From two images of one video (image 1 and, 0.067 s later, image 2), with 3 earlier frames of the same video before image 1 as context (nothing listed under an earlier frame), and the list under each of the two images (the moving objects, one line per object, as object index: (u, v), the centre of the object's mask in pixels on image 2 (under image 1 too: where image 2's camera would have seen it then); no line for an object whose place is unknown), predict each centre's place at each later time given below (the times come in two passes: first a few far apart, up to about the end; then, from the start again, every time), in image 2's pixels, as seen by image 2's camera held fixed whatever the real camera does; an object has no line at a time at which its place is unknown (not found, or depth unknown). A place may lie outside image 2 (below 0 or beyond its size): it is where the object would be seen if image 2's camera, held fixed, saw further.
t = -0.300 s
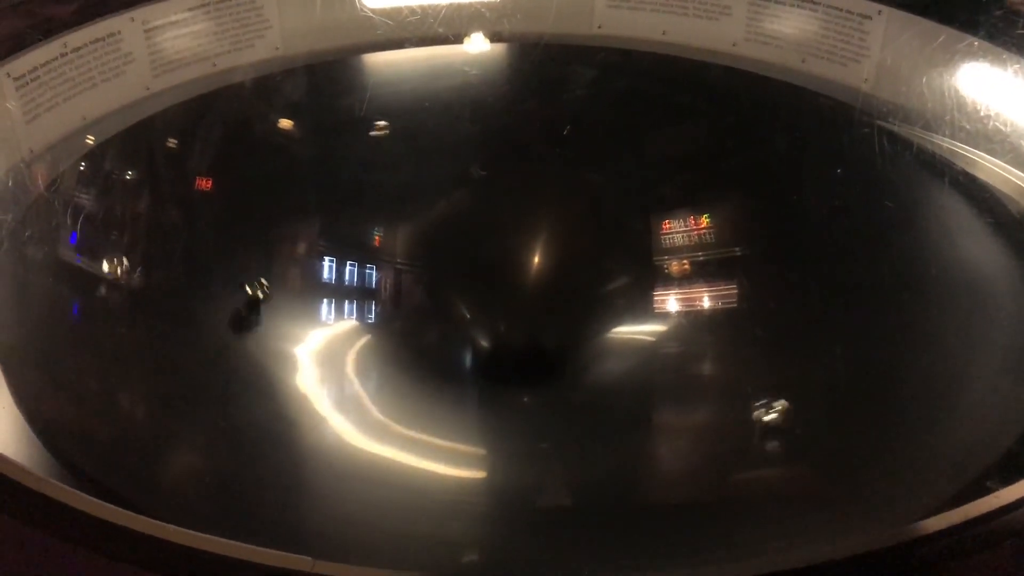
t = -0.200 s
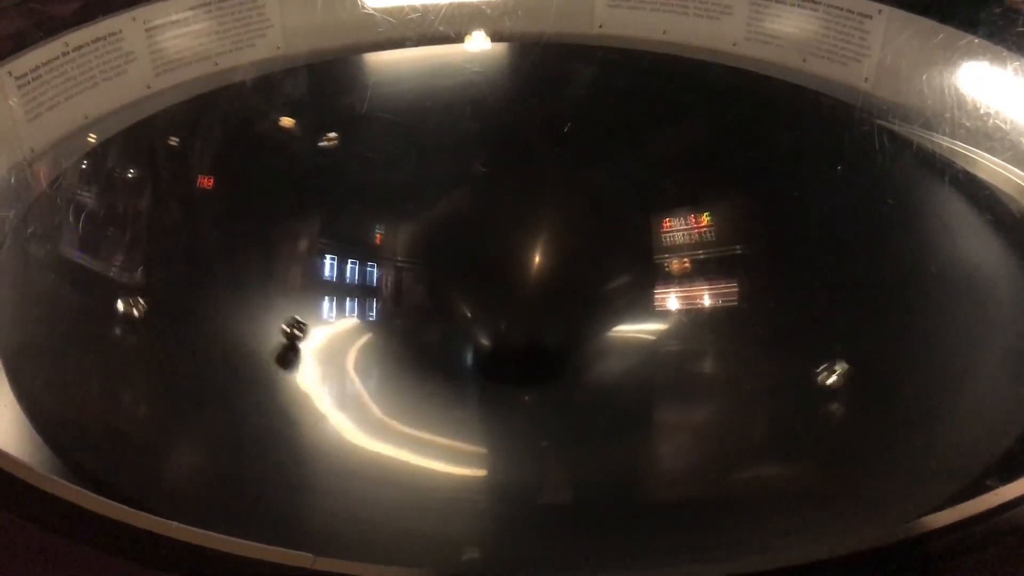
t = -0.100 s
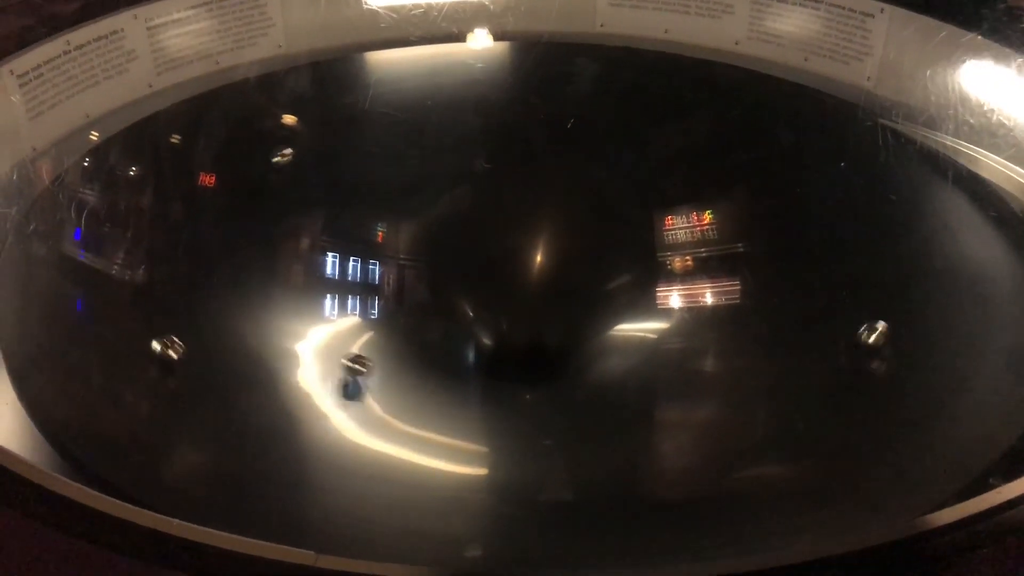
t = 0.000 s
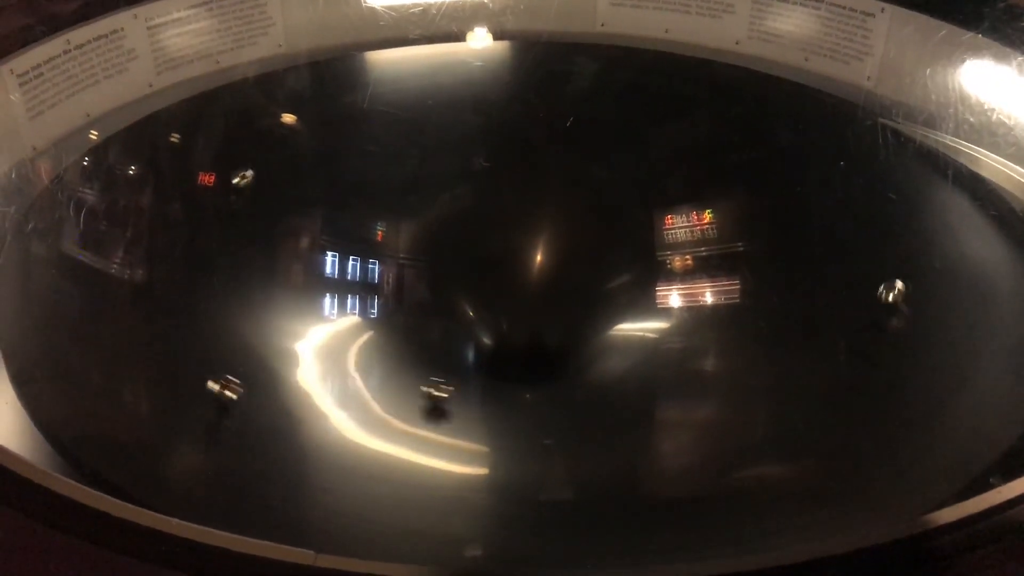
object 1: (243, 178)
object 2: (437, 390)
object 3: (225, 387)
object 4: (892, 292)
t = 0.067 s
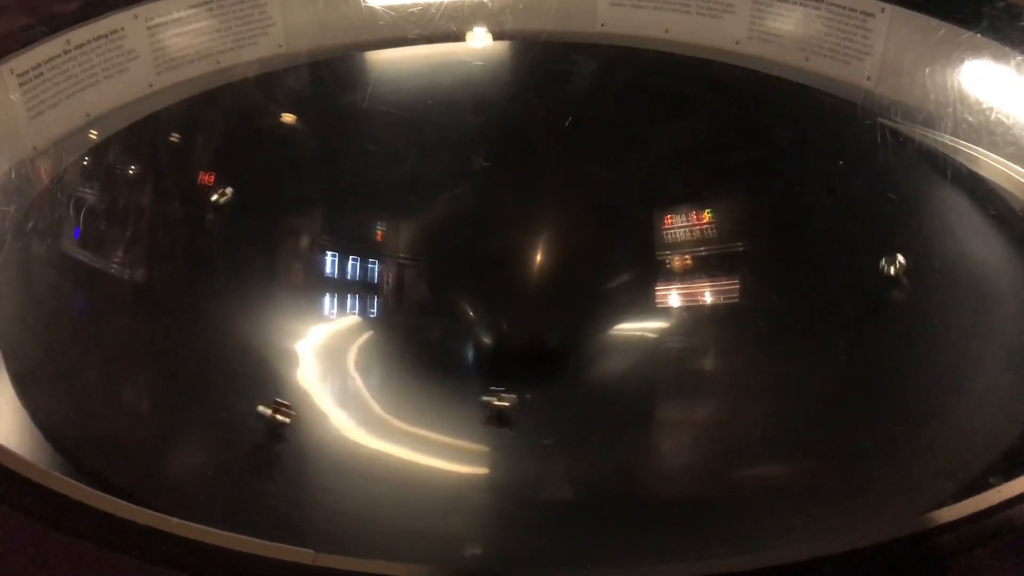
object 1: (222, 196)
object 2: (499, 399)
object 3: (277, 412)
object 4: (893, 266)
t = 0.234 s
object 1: (193, 250)
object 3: (441, 453)
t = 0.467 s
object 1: (238, 339)
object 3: (696, 441)
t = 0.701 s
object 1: (399, 411)
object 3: (874, 360)
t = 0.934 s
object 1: (623, 414)
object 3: (933, 258)
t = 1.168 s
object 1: (790, 342)
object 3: (908, 172)
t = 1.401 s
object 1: (836, 245)
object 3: (834, 111)
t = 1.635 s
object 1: (796, 167)
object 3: (737, 71)
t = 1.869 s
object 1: (709, 117)
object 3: (629, 53)
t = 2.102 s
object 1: (601, 96)
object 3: (517, 53)
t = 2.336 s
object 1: (484, 104)
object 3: (405, 75)
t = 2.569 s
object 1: (372, 140)
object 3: (299, 121)
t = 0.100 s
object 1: (213, 206)
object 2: (530, 401)
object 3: (305, 422)
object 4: (891, 253)
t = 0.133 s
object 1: (205, 216)
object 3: (336, 435)
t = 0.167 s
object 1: (199, 227)
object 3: (372, 443)
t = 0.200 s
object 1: (195, 238)
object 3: (406, 449)
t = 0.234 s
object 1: (193, 250)
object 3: (441, 453)
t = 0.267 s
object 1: (192, 262)
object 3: (478, 458)
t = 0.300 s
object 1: (194, 274)
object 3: (515, 458)
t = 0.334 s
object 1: (197, 287)
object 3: (553, 457)
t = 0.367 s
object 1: (204, 300)
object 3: (589, 457)
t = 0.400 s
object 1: (213, 313)
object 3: (626, 453)
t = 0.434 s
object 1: (224, 326)
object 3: (662, 447)
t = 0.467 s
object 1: (238, 339)
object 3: (696, 441)
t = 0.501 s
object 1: (253, 350)
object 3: (728, 432)
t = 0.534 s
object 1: (272, 363)
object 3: (758, 424)
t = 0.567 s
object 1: (292, 374)
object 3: (786, 413)
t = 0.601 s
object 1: (317, 387)
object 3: (811, 401)
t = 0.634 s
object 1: (344, 397)
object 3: (835, 388)
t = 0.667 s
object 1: (370, 405)
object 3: (856, 375)
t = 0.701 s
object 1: (399, 411)
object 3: (874, 360)
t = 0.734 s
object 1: (430, 417)
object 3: (889, 345)
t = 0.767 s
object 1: (461, 421)
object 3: (902, 330)
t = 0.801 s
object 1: (494, 423)
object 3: (912, 316)
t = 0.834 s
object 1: (528, 422)
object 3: (920, 300)
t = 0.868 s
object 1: (559, 422)
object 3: (927, 286)
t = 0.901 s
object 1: (592, 419)
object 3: (931, 272)
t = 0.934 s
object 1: (623, 414)
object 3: (933, 258)
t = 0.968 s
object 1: (654, 407)
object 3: (933, 244)
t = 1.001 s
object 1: (682, 399)
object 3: (933, 231)
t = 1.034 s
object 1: (708, 390)
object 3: (931, 218)
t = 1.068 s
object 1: (732, 380)
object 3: (927, 206)
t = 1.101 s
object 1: (755, 368)
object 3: (921, 194)
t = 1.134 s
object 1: (774, 356)
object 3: (915, 182)
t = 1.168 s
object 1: (790, 342)
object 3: (908, 172)
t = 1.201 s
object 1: (803, 328)
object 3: (899, 161)
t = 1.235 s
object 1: (814, 314)
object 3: (889, 151)
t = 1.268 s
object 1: (823, 300)
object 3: (880, 142)
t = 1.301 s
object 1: (829, 286)
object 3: (870, 133)
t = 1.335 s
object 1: (834, 272)
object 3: (858, 126)
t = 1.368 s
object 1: (836, 259)
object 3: (846, 117)
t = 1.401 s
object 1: (836, 245)
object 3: (834, 111)
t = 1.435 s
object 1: (834, 233)
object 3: (820, 103)
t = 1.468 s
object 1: (831, 220)
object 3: (807, 96)
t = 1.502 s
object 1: (827, 208)
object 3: (794, 92)
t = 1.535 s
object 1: (821, 197)
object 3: (780, 86)
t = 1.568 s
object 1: (814, 187)
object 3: (765, 81)
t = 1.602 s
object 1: (805, 176)
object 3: (751, 76)
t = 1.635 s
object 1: (796, 167)
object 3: (737, 71)
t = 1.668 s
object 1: (785, 158)
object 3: (722, 67)
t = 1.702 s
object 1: (774, 149)
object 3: (707, 64)
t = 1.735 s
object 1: (763, 141)
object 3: (691, 61)
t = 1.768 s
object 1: (750, 134)
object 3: (676, 58)
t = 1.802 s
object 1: (737, 127)
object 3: (661, 56)
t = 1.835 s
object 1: (723, 122)
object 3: (645, 54)
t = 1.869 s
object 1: (709, 117)
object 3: (629, 53)
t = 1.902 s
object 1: (694, 113)
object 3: (613, 52)
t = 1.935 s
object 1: (680, 109)
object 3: (597, 51)
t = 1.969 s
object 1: (664, 105)
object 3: (582, 51)
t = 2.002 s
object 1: (649, 102)
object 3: (565, 50)
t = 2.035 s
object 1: (633, 100)
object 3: (550, 50)
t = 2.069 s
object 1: (617, 98)
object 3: (533, 51)
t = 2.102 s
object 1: (601, 96)
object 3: (517, 53)
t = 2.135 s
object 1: (584, 96)
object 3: (502, 54)
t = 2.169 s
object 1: (568, 96)
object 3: (485, 57)
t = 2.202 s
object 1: (551, 96)
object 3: (470, 60)
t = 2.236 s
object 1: (535, 97)
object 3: (454, 64)
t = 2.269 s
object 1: (518, 98)
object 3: (438, 68)
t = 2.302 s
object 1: (501, 100)
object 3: (421, 71)
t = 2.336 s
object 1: (484, 104)
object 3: (405, 75)
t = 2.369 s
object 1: (468, 107)
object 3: (389, 81)
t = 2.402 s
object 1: (451, 111)
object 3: (373, 87)
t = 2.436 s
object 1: (434, 116)
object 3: (359, 92)
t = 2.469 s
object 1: (419, 121)
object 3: (344, 99)
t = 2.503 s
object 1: (403, 127)
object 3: (328, 106)
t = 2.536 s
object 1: (388, 133)
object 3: (313, 113)
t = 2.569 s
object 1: (372, 140)
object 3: (299, 121)
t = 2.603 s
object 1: (357, 148)
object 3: (284, 130)
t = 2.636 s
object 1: (343, 157)
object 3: (270, 139)
